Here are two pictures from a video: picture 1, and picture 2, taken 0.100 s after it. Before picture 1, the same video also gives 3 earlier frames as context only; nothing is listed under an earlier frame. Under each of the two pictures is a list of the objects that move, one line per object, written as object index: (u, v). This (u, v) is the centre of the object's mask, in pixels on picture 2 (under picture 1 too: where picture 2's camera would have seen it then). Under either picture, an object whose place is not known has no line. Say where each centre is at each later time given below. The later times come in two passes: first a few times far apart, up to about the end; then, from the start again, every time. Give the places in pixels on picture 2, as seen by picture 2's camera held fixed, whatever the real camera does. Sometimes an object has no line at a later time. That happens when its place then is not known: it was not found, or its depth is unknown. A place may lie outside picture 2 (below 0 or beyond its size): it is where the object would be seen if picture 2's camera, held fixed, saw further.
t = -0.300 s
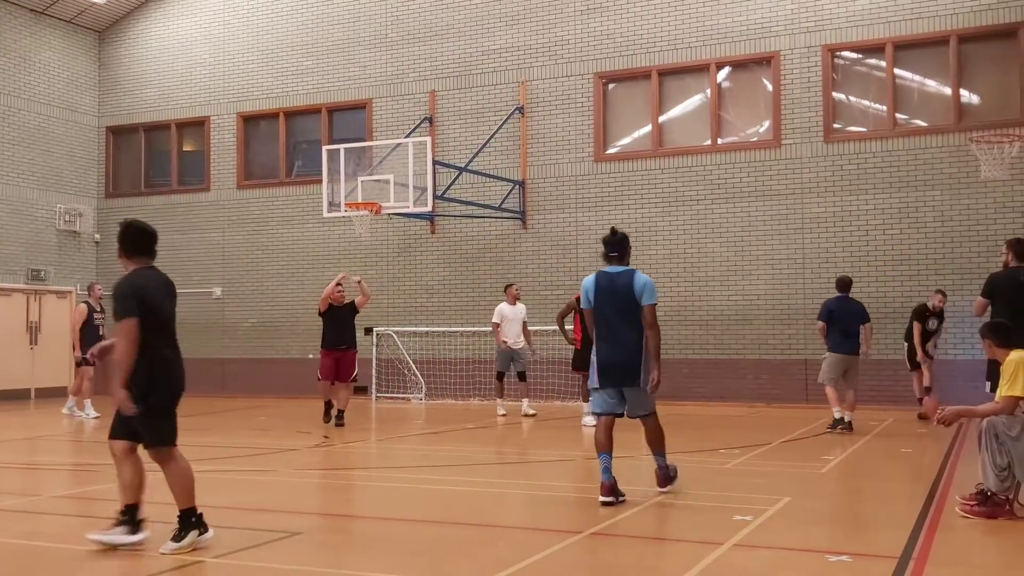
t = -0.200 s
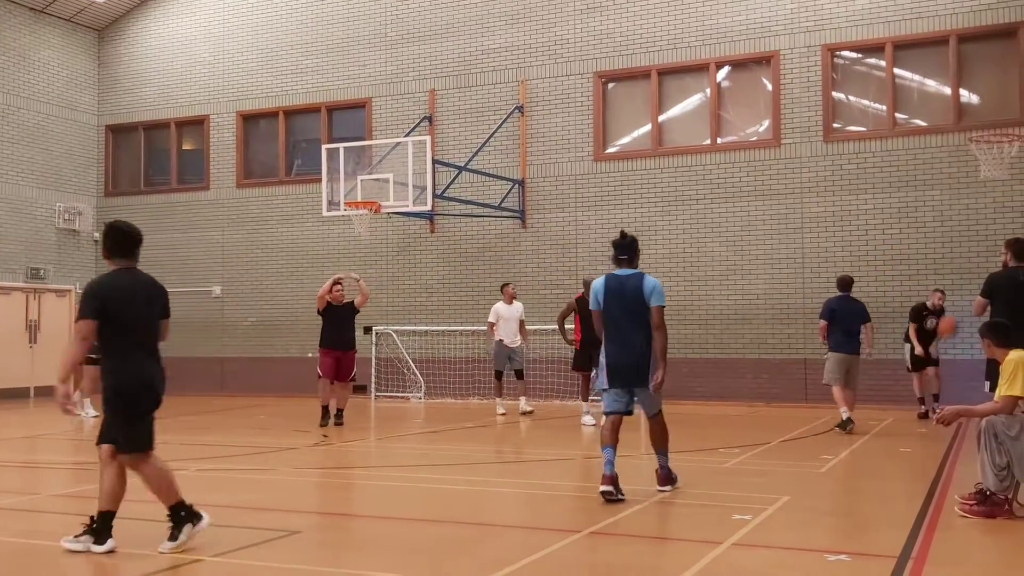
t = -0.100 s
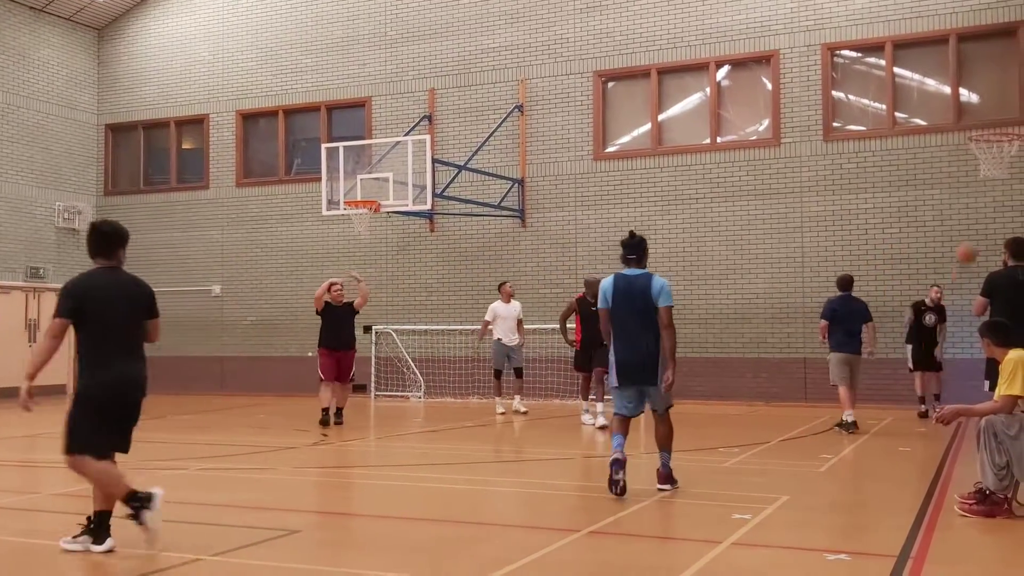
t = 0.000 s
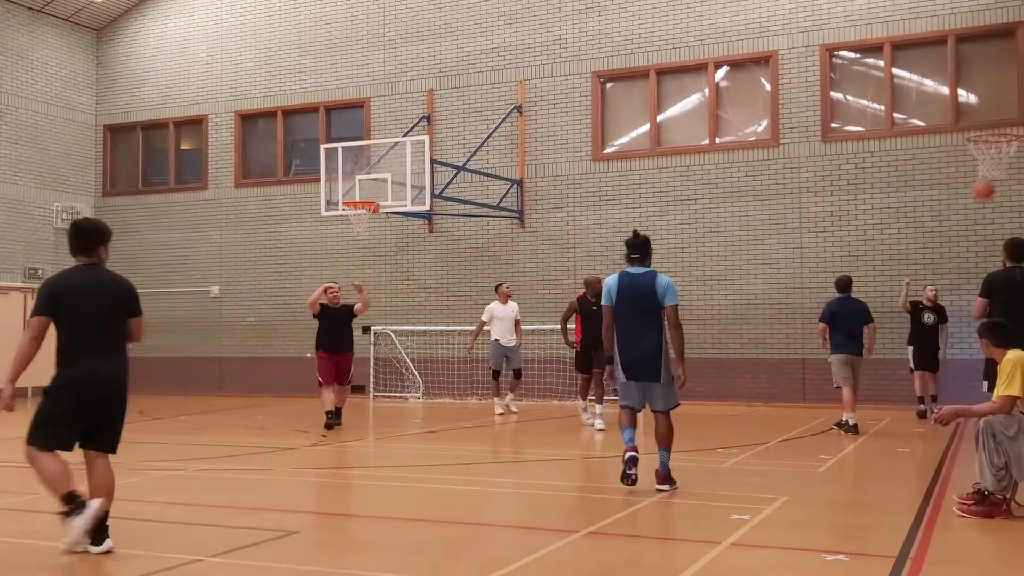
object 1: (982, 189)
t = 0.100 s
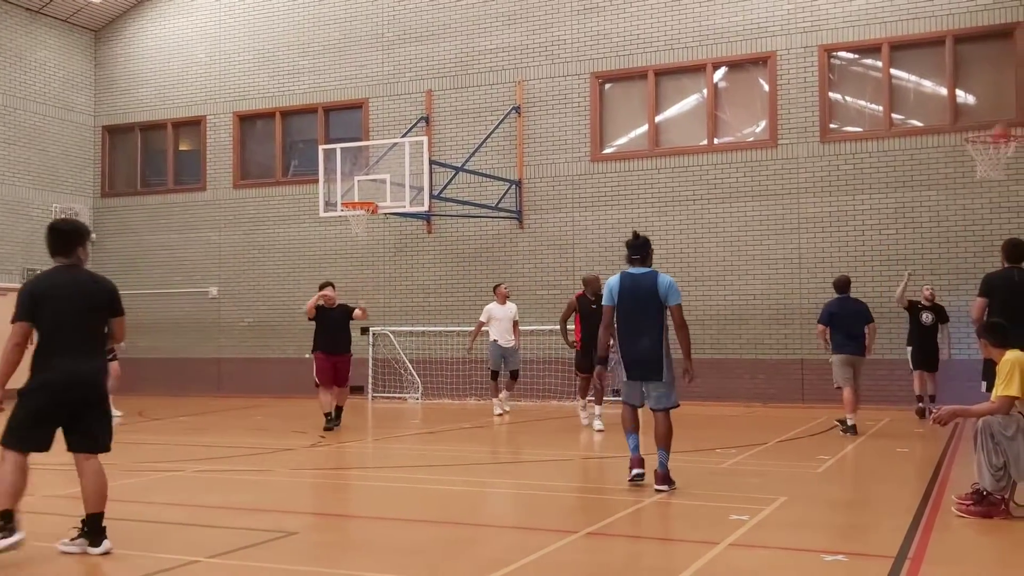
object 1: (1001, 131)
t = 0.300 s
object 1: (1019, 54)
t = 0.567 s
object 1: (973, 22)
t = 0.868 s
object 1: (922, 50)
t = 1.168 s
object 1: (875, 143)
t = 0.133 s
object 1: (1006, 114)
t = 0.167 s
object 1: (1014, 102)
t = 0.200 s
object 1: (1017, 88)
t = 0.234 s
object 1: (1021, 73)
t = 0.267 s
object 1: (1022, 62)
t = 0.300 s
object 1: (1019, 54)
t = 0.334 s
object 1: (1015, 47)
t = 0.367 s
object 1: (1006, 39)
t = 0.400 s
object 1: (1001, 34)
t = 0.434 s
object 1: (997, 32)
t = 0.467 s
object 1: (992, 28)
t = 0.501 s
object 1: (986, 25)
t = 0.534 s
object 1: (980, 22)
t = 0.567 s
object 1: (973, 22)
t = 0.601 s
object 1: (967, 23)
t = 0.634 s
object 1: (961, 23)
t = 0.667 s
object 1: (955, 25)
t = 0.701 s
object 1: (950, 26)
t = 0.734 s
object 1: (945, 29)
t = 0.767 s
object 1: (940, 31)
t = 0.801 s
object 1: (931, 38)
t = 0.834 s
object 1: (927, 43)
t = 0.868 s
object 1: (922, 50)
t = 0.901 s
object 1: (916, 57)
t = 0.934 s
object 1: (911, 65)
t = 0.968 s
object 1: (906, 74)
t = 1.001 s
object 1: (900, 85)
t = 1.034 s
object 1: (896, 93)
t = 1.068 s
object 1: (890, 105)
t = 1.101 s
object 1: (886, 118)
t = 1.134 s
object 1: (881, 129)
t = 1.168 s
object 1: (875, 143)
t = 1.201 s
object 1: (870, 158)
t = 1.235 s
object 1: (865, 172)
